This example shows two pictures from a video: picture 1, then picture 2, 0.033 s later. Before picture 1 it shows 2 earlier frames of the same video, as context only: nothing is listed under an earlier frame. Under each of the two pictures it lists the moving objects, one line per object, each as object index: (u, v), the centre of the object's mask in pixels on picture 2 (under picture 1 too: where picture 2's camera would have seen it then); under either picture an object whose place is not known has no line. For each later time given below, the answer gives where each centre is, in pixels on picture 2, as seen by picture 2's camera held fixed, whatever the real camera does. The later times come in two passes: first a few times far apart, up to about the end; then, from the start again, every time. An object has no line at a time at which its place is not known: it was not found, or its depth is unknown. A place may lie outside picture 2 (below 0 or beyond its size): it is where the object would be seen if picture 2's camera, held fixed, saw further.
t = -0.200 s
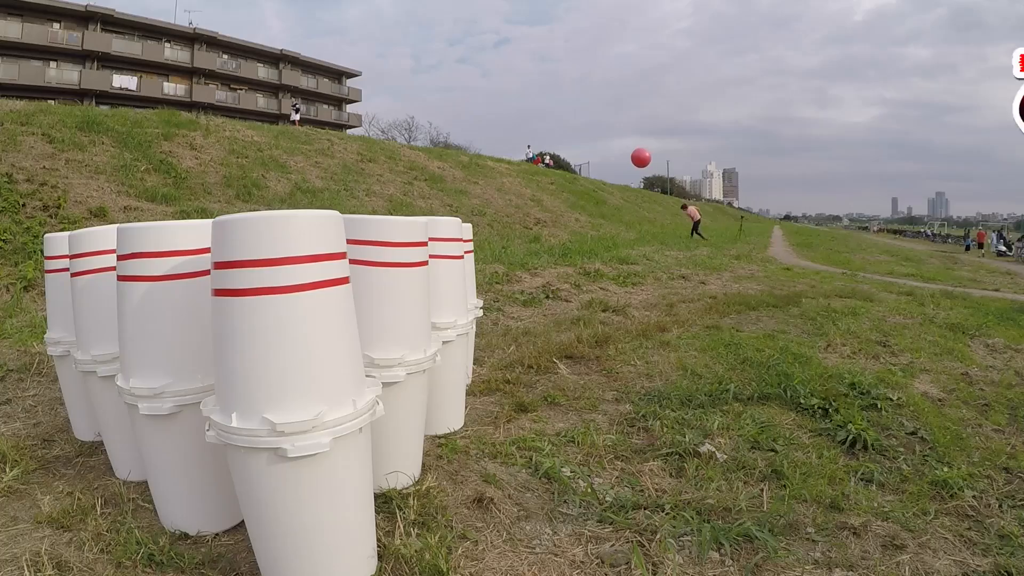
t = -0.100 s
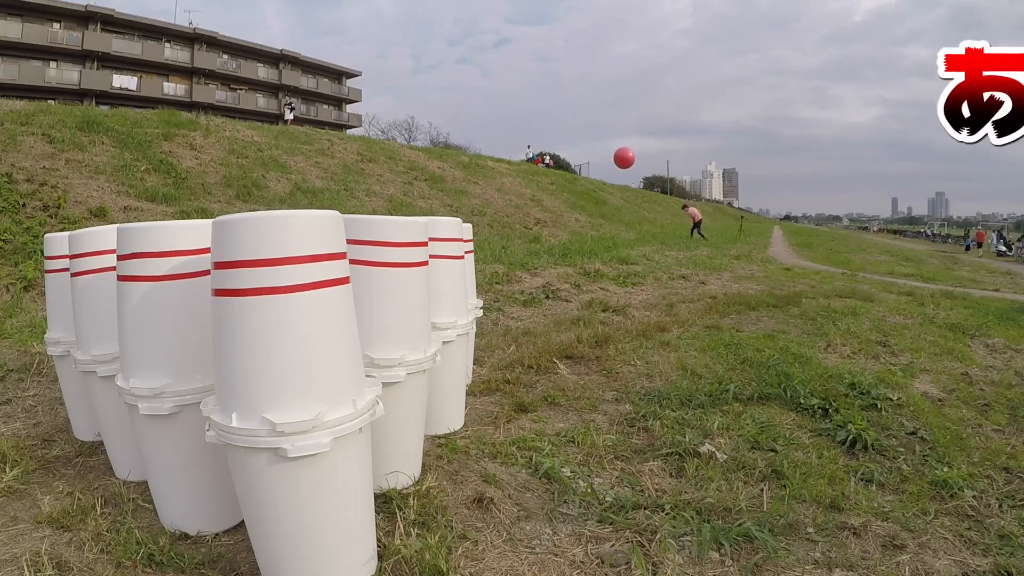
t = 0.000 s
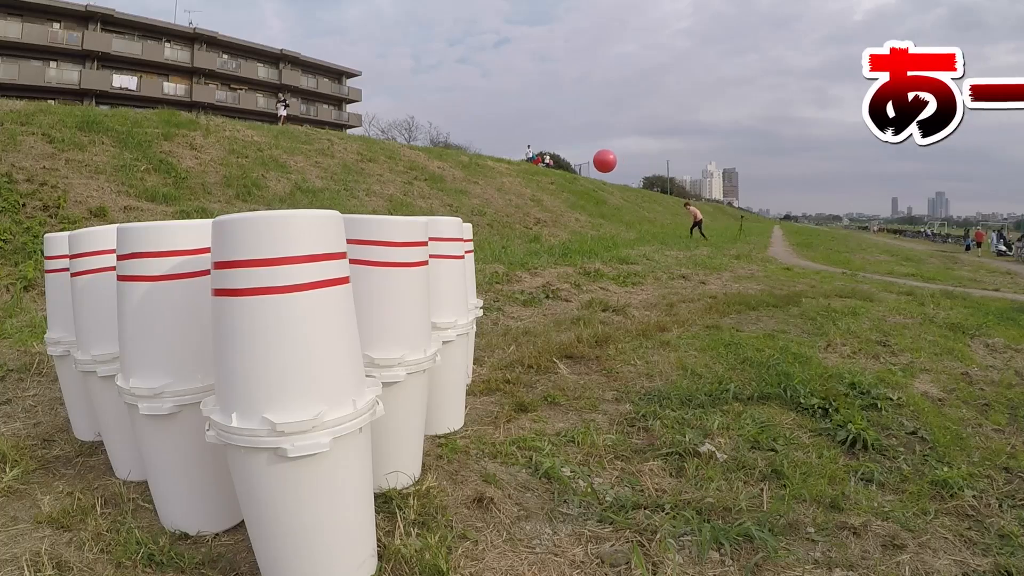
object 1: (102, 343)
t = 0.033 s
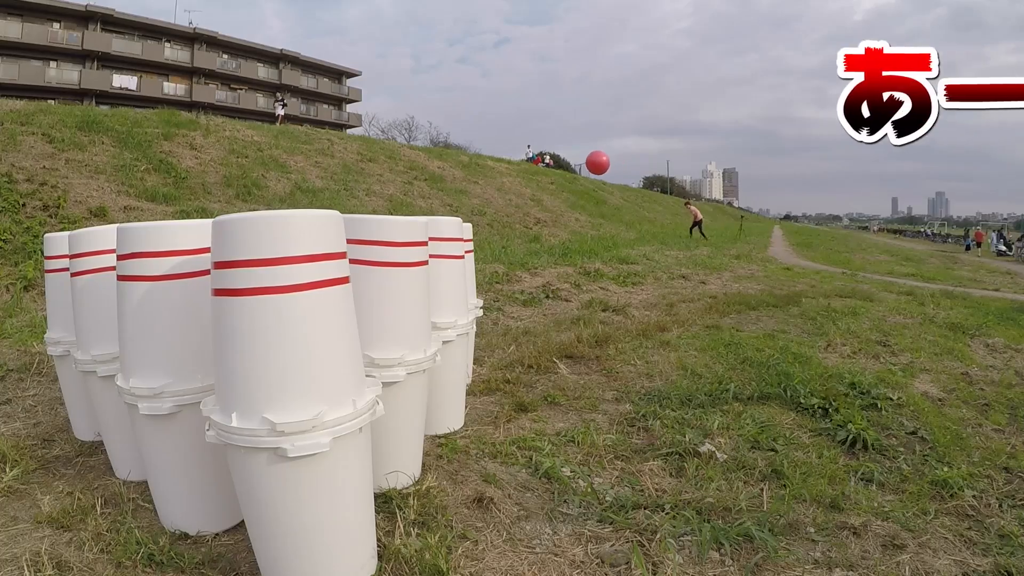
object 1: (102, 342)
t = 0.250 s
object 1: (102, 342)
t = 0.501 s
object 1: (102, 342)
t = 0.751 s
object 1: (101, 342)
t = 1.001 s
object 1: (102, 342)
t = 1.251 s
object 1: (102, 343)
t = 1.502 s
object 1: (101, 342)
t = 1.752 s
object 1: (101, 342)
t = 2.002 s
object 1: (101, 342)
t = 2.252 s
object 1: (108, 351)
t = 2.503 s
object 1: (107, 349)
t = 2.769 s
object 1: (102, 343)
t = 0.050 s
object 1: (102, 343)
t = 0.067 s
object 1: (102, 343)
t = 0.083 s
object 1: (102, 343)
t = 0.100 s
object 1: (102, 343)
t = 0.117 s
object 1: (102, 343)
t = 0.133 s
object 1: (102, 343)
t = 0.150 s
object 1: (102, 343)
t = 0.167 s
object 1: (102, 343)
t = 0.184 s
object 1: (102, 343)
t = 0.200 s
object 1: (101, 342)
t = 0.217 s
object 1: (101, 342)
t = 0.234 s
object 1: (101, 342)
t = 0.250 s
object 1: (102, 342)
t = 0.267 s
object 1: (102, 342)
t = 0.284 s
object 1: (102, 342)
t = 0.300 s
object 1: (102, 342)
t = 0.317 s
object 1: (102, 342)
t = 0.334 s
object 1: (102, 342)
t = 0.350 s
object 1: (102, 342)
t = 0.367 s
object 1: (102, 342)
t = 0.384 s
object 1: (102, 342)
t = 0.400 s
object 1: (102, 342)
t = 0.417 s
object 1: (102, 342)
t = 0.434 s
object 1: (102, 342)
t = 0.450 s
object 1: (102, 342)
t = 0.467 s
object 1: (102, 343)
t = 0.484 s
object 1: (102, 342)
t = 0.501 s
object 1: (102, 342)
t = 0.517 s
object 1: (102, 342)
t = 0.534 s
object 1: (102, 342)
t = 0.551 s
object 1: (102, 342)
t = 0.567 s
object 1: (102, 342)
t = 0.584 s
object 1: (102, 342)
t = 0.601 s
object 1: (102, 342)
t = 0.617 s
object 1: (102, 342)
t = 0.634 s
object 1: (102, 342)
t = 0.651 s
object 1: (102, 342)
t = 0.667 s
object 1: (102, 343)
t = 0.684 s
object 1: (102, 342)
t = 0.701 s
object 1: (102, 342)
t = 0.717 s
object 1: (101, 342)
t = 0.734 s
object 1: (101, 342)
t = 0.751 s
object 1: (101, 342)
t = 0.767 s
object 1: (101, 342)
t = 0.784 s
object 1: (101, 342)
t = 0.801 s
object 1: (101, 342)
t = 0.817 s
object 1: (101, 342)
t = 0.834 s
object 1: (101, 342)
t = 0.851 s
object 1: (101, 342)
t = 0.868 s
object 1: (101, 342)
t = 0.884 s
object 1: (101, 342)
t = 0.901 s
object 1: (101, 342)
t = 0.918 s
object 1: (101, 342)
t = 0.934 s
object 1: (101, 342)
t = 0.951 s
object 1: (102, 342)
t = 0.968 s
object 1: (102, 342)
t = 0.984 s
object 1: (102, 342)
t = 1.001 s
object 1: (102, 342)
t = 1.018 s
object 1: (102, 342)
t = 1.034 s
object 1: (102, 342)
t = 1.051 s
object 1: (102, 343)
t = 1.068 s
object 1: (102, 342)
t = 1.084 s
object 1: (102, 343)
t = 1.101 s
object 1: (102, 343)
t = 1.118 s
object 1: (101, 343)
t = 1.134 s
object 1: (101, 343)
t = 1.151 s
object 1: (102, 343)
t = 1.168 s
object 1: (102, 343)
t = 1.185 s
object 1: (102, 343)
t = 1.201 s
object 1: (102, 343)
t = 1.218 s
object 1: (102, 343)
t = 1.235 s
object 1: (102, 343)
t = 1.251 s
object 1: (102, 343)
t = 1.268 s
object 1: (102, 343)
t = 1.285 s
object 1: (102, 343)
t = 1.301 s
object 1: (102, 342)
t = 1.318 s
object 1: (101, 342)
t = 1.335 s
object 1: (101, 342)
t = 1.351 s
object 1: (101, 342)
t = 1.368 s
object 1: (101, 342)
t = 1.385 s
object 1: (101, 342)
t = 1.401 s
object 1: (101, 342)
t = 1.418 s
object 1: (101, 342)
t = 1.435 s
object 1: (101, 342)
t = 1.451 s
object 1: (101, 342)
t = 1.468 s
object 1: (101, 342)
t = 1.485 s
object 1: (101, 342)
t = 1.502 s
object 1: (101, 342)
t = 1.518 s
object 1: (101, 342)
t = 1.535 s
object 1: (101, 342)
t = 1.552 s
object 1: (101, 342)
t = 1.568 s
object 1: (101, 342)
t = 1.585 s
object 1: (101, 342)
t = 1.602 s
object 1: (101, 342)
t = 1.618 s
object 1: (101, 342)
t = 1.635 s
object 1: (101, 342)
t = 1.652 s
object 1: (101, 342)
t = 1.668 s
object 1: (101, 342)
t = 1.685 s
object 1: (101, 342)
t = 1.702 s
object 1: (101, 342)
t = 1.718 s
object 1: (101, 342)
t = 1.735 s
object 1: (101, 342)
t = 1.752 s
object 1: (101, 342)
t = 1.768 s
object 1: (101, 342)
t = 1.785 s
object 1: (101, 342)
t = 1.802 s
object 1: (101, 342)
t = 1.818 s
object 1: (101, 342)
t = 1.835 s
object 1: (101, 342)
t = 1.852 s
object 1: (101, 342)
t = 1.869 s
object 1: (101, 342)
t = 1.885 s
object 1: (101, 342)
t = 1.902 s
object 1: (101, 342)
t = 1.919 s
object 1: (101, 342)
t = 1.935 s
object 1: (101, 342)
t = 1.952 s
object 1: (101, 342)
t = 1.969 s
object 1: (101, 342)
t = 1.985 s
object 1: (101, 342)
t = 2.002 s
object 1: (101, 342)
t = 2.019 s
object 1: (102, 342)
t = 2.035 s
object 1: (101, 342)
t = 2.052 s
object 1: (101, 343)
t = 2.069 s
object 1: (102, 343)
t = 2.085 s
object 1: (102, 343)
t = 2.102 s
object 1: (102, 344)
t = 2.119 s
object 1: (103, 345)
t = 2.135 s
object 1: (104, 346)
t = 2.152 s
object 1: (104, 346)
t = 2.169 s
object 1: (105, 347)
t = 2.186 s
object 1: (106, 348)
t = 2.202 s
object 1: (106, 349)
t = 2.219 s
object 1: (107, 350)
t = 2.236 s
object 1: (107, 350)
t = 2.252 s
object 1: (108, 351)
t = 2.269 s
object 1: (108, 351)
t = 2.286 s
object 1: (108, 352)
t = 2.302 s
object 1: (109, 352)
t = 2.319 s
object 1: (109, 352)
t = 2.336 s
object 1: (109, 353)
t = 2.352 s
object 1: (109, 353)
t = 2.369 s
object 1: (109, 353)
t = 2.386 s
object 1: (109, 353)
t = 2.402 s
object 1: (109, 353)
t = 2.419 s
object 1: (108, 352)
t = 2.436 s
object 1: (108, 352)
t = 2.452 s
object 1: (108, 351)
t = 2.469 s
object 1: (107, 350)
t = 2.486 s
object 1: (107, 350)
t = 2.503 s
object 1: (107, 349)
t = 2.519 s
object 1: (106, 349)
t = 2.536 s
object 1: (106, 348)
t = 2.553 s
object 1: (105, 347)
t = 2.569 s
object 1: (104, 347)
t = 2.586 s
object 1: (104, 346)
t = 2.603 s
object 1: (104, 346)
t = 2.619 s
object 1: (103, 346)
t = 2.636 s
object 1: (103, 345)
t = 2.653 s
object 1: (103, 345)
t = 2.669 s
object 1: (103, 344)
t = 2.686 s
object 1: (102, 344)
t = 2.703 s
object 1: (102, 344)
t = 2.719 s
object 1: (102, 344)
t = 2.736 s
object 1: (102, 344)
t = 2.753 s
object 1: (102, 343)
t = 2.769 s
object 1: (102, 343)
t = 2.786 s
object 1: (101, 342)
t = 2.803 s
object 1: (101, 342)
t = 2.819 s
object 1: (101, 341)
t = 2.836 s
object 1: (100, 341)
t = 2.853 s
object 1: (100, 340)
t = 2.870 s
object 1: (100, 339)
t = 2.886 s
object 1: (99, 339)
